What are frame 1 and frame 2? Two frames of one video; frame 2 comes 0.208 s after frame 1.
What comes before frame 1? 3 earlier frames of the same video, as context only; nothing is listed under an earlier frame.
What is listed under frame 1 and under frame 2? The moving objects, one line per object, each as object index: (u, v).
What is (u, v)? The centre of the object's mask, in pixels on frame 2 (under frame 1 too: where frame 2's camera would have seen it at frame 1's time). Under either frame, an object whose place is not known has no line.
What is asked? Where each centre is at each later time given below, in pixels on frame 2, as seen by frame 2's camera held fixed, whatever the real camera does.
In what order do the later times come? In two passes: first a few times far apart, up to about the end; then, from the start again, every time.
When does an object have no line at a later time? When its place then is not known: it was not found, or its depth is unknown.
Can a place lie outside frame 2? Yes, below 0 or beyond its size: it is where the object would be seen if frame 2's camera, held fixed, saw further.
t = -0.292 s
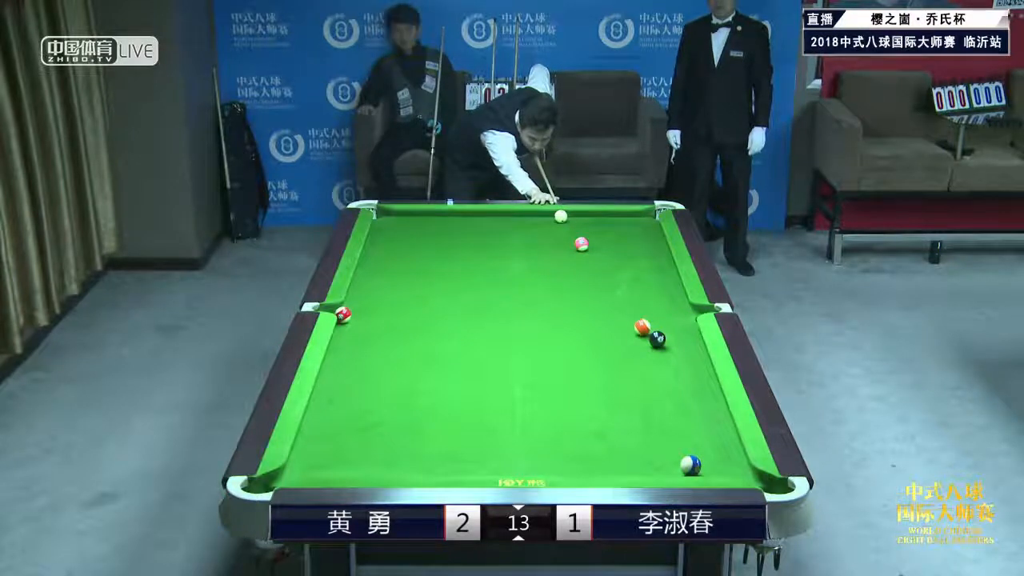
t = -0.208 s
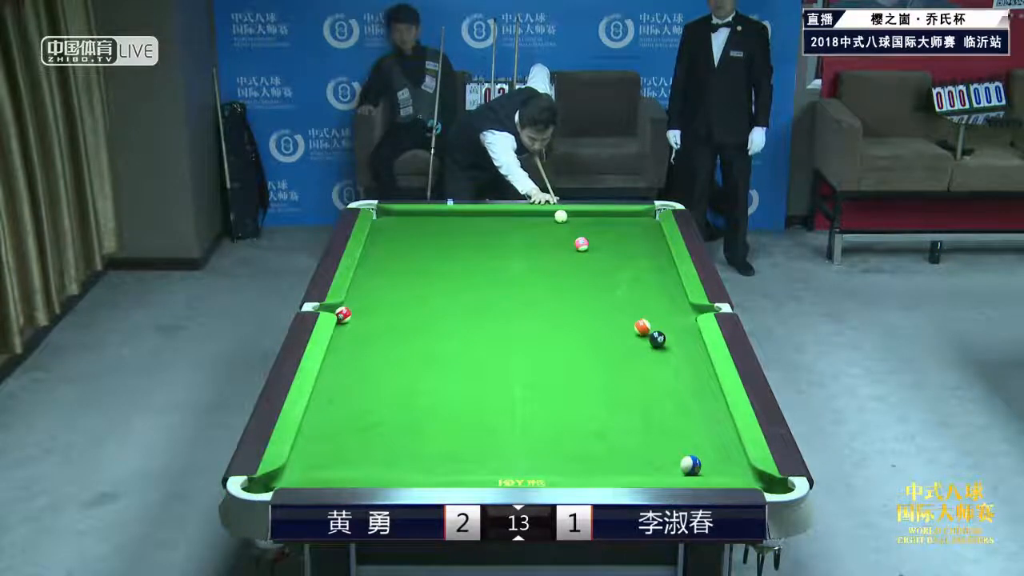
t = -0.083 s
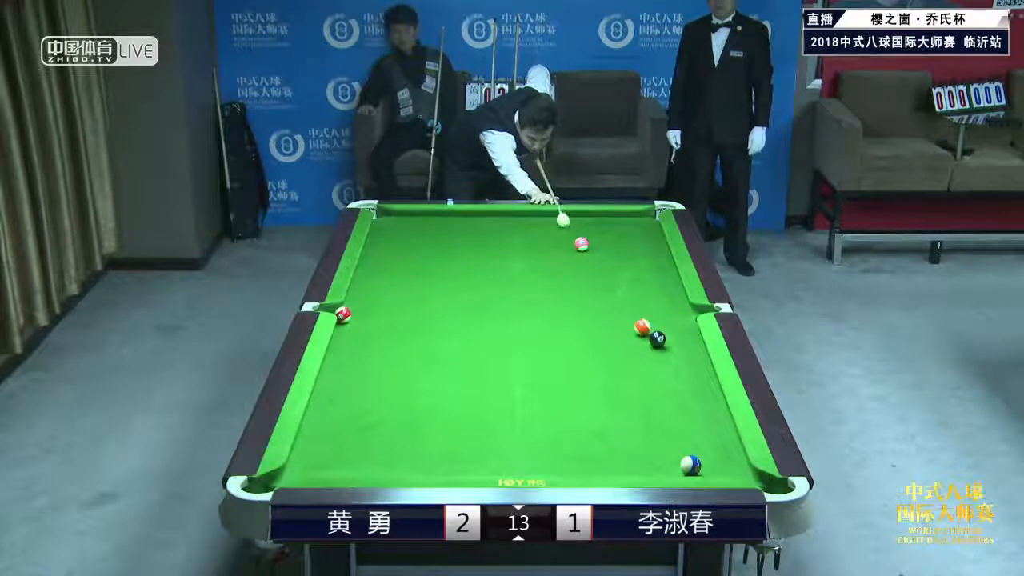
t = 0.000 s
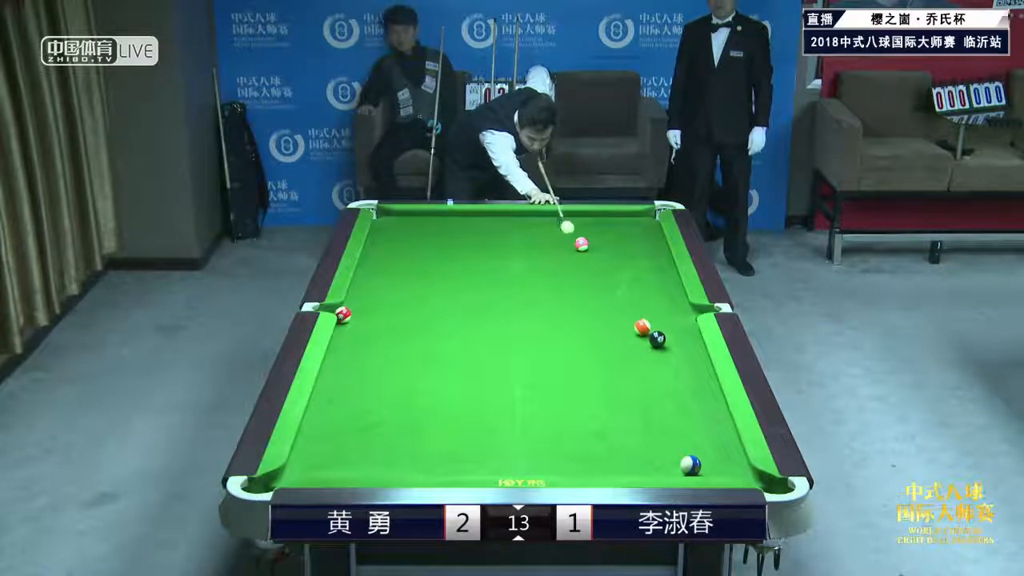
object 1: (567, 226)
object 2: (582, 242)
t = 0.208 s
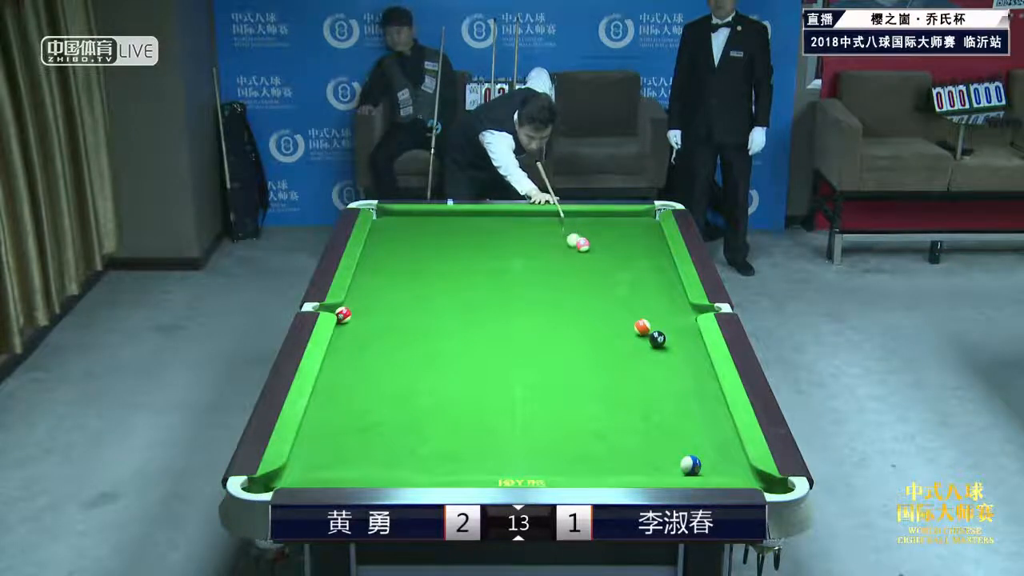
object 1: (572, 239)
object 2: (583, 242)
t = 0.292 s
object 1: (570, 241)
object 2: (589, 246)
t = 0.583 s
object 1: (559, 247)
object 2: (607, 257)
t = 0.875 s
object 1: (549, 252)
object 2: (625, 268)
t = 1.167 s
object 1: (538, 259)
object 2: (645, 280)
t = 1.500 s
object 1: (528, 264)
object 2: (663, 290)
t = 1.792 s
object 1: (521, 268)
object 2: (681, 301)
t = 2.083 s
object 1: (513, 273)
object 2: (686, 310)
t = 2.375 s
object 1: (508, 276)
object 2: (689, 318)
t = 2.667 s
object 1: (502, 279)
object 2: (679, 323)
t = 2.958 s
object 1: (498, 281)
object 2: (670, 328)
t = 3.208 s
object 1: (496, 283)
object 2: (664, 328)
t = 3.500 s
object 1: (495, 284)
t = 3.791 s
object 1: (494, 284)
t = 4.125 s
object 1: (494, 284)
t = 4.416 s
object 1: (494, 284)
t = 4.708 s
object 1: (494, 284)
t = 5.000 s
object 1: (494, 284)
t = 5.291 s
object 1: (494, 284)
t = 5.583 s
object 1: (494, 284)
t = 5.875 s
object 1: (494, 284)
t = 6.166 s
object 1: (494, 284)
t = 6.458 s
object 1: (494, 284)
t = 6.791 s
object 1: (494, 284)
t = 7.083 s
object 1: (494, 284)
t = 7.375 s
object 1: (494, 284)
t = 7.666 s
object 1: (494, 284)
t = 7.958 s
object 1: (494, 284)
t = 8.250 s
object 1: (494, 284)
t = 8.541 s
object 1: (494, 284)
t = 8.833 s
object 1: (494, 284)
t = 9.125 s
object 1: (494, 284)
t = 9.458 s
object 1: (494, 284)
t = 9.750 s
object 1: (494, 284)
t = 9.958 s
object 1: (494, 284)
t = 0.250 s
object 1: (571, 240)
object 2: (585, 244)
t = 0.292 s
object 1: (570, 241)
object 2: (589, 246)
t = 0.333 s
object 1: (568, 242)
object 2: (592, 248)
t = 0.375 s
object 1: (567, 242)
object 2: (595, 250)
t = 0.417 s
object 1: (565, 243)
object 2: (598, 252)
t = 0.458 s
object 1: (564, 244)
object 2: (599, 252)
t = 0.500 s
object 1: (562, 245)
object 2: (601, 254)
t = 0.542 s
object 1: (561, 246)
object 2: (604, 256)
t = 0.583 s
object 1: (559, 247)
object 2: (607, 257)
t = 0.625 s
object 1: (558, 248)
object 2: (609, 260)
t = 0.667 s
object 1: (556, 249)
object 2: (612, 261)
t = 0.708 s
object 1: (555, 249)
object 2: (615, 262)
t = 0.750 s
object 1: (553, 250)
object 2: (617, 264)
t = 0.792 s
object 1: (552, 251)
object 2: (620, 265)
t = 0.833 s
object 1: (550, 252)
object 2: (622, 267)
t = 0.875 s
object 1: (549, 252)
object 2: (625, 268)
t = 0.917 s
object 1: (548, 253)
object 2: (628, 270)
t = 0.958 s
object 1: (545, 255)
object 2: (632, 273)
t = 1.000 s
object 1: (544, 255)
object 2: (634, 274)
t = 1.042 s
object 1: (543, 256)
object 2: (637, 274)
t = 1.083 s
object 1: (541, 257)
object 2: (639, 277)
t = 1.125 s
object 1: (540, 258)
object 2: (642, 278)
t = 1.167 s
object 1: (538, 259)
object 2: (645, 280)
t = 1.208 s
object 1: (537, 260)
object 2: (647, 281)
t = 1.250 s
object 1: (536, 260)
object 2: (649, 282)
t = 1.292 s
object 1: (535, 261)
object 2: (651, 284)
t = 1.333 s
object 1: (533, 261)
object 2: (654, 285)
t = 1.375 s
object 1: (532, 262)
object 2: (657, 287)
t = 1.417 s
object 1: (531, 263)
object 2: (659, 288)
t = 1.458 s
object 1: (530, 263)
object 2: (661, 289)
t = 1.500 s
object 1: (528, 264)
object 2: (663, 290)
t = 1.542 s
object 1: (527, 265)
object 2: (666, 292)
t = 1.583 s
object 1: (526, 266)
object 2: (668, 294)
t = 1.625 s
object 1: (525, 266)
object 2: (671, 295)
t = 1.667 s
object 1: (524, 267)
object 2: (673, 297)
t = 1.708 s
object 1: (523, 267)
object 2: (676, 298)
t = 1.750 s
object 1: (522, 268)
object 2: (678, 299)
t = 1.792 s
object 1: (521, 268)
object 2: (681, 301)
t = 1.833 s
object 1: (520, 269)
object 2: (682, 302)
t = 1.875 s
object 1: (519, 270)
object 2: (683, 303)
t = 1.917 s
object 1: (518, 270)
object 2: (683, 304)
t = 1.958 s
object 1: (516, 271)
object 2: (684, 307)
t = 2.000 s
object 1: (515, 272)
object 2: (685, 308)
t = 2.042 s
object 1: (514, 272)
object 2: (686, 310)
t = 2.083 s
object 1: (513, 273)
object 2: (686, 310)
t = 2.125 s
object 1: (513, 273)
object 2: (687, 312)
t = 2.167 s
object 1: (512, 274)
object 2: (687, 313)
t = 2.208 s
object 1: (511, 274)
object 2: (688, 314)
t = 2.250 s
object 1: (510, 275)
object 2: (688, 314)
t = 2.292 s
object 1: (509, 275)
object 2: (689, 317)
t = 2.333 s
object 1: (508, 276)
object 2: (689, 317)
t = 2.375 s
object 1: (508, 276)
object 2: (689, 318)
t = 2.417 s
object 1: (507, 276)
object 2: (687, 318)
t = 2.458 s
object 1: (506, 277)
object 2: (686, 320)
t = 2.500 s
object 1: (505, 277)
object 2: (684, 321)
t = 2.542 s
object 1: (505, 278)
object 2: (683, 321)
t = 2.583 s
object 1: (504, 278)
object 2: (681, 322)
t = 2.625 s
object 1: (503, 279)
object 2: (680, 323)
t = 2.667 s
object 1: (502, 279)
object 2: (679, 323)
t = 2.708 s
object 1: (502, 279)
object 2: (678, 323)
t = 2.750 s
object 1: (502, 279)
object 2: (676, 324)
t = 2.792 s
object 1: (501, 280)
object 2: (674, 325)
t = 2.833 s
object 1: (500, 280)
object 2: (674, 325)
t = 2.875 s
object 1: (500, 281)
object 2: (673, 326)
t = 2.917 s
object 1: (500, 281)
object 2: (673, 325)
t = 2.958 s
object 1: (498, 281)
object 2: (670, 328)
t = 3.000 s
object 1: (497, 282)
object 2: (667, 328)
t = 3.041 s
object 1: (497, 282)
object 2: (667, 328)
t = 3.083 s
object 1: (497, 282)
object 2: (666, 328)
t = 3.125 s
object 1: (497, 282)
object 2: (666, 329)
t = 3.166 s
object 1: (496, 283)
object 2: (664, 329)
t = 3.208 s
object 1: (496, 283)
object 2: (664, 328)
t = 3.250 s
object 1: (496, 283)
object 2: (663, 328)
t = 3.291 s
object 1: (496, 283)
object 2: (661, 328)
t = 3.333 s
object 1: (495, 283)
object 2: (661, 328)
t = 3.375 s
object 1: (495, 283)
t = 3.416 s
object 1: (495, 284)
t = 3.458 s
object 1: (495, 284)
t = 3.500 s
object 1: (495, 284)
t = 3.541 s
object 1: (495, 284)
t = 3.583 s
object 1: (495, 284)
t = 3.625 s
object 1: (495, 284)
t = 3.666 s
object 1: (495, 284)
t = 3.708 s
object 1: (494, 284)
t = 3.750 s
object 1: (494, 284)
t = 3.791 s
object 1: (494, 284)
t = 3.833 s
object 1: (494, 284)
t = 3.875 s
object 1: (494, 284)
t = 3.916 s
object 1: (494, 284)
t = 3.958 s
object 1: (495, 284)
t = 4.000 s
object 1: (494, 284)
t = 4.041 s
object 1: (494, 284)
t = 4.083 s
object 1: (494, 284)
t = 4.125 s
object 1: (494, 284)
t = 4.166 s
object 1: (494, 284)
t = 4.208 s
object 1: (494, 284)
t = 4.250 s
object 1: (494, 284)
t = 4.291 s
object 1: (494, 284)
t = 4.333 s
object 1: (494, 284)
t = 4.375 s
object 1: (494, 284)
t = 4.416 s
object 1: (494, 284)
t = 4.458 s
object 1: (494, 284)
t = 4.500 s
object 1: (494, 284)
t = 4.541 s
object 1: (494, 284)
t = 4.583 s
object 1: (494, 284)
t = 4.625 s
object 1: (494, 284)
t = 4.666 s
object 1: (494, 284)
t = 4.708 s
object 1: (494, 284)
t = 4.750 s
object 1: (494, 284)
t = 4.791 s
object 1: (494, 284)
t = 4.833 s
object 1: (494, 284)
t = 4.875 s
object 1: (494, 284)
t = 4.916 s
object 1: (494, 284)
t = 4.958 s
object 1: (494, 284)
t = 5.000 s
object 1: (494, 284)
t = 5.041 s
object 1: (494, 284)
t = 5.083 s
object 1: (494, 284)
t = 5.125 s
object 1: (494, 284)
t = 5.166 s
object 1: (494, 284)
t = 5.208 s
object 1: (494, 284)
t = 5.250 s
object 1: (494, 284)
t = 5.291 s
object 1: (494, 284)
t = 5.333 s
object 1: (494, 284)
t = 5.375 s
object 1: (494, 284)
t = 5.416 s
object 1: (494, 284)
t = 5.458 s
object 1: (494, 284)
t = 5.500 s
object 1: (494, 284)
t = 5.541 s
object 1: (494, 284)
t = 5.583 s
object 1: (494, 284)
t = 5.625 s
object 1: (494, 284)
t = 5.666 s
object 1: (494, 284)
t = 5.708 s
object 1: (494, 284)
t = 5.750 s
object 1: (494, 284)
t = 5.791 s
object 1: (494, 284)
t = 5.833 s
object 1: (494, 284)
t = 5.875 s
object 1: (494, 284)
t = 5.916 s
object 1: (494, 284)
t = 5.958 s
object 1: (494, 284)
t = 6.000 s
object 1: (494, 284)
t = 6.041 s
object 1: (494, 284)
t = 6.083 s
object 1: (494, 284)
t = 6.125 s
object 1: (494, 284)
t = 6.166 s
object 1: (494, 284)
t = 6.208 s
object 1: (494, 284)
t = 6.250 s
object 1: (494, 284)
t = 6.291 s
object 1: (494, 284)
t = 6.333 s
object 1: (494, 284)
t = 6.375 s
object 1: (494, 284)
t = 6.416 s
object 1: (494, 284)
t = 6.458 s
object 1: (494, 284)
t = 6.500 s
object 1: (494, 284)
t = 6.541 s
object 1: (494, 284)
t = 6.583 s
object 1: (494, 284)
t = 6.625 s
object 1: (494, 284)
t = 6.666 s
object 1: (494, 284)
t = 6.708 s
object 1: (494, 284)
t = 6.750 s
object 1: (494, 284)
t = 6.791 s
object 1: (494, 284)
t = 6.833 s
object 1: (494, 284)
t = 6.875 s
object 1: (494, 284)
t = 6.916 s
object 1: (494, 284)
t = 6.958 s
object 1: (494, 284)
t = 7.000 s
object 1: (494, 284)
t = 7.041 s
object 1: (494, 284)
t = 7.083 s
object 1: (494, 284)
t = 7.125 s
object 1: (494, 284)
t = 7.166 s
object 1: (494, 284)
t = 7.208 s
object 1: (494, 284)
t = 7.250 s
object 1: (494, 284)
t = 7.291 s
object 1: (494, 284)
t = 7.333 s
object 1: (494, 284)
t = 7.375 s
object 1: (494, 284)
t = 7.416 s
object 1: (494, 284)
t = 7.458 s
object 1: (494, 284)
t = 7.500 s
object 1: (494, 284)
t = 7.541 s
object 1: (494, 284)
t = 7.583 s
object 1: (494, 284)
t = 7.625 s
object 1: (494, 284)
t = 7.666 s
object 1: (494, 284)
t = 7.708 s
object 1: (494, 284)
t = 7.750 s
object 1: (494, 284)
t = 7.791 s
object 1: (494, 284)
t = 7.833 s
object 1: (494, 284)
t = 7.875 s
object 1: (494, 284)
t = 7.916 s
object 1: (494, 284)
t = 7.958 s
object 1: (494, 284)
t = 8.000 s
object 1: (494, 284)
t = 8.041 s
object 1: (494, 284)
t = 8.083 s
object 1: (494, 284)
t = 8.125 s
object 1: (494, 284)
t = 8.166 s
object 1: (494, 284)
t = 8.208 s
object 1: (494, 284)
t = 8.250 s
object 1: (494, 284)
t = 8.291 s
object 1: (494, 284)
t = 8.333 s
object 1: (494, 284)
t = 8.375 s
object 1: (494, 284)
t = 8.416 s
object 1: (494, 284)
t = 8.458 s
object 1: (494, 284)
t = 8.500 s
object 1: (494, 284)
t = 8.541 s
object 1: (494, 284)
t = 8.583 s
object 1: (494, 284)
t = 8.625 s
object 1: (494, 283)
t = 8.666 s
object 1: (494, 284)
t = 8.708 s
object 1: (494, 284)
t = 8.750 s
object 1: (494, 284)
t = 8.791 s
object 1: (494, 284)
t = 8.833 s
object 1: (494, 284)
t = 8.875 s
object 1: (494, 284)
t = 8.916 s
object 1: (494, 284)
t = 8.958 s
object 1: (494, 284)
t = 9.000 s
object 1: (494, 284)
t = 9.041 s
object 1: (494, 284)
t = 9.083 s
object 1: (494, 284)
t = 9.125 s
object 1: (494, 284)
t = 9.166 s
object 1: (494, 284)
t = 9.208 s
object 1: (494, 284)
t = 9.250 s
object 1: (494, 284)
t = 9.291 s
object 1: (494, 284)
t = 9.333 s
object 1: (494, 284)
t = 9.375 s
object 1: (494, 284)
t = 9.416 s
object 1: (494, 284)
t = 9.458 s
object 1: (494, 284)
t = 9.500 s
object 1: (494, 284)
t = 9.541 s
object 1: (494, 284)
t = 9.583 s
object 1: (494, 284)
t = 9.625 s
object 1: (494, 284)
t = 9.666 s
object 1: (494, 284)
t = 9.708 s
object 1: (494, 284)
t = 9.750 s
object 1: (494, 284)
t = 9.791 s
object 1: (494, 284)
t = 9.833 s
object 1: (494, 284)
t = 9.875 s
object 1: (494, 284)
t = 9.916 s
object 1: (494, 284)
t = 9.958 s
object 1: (494, 284)
